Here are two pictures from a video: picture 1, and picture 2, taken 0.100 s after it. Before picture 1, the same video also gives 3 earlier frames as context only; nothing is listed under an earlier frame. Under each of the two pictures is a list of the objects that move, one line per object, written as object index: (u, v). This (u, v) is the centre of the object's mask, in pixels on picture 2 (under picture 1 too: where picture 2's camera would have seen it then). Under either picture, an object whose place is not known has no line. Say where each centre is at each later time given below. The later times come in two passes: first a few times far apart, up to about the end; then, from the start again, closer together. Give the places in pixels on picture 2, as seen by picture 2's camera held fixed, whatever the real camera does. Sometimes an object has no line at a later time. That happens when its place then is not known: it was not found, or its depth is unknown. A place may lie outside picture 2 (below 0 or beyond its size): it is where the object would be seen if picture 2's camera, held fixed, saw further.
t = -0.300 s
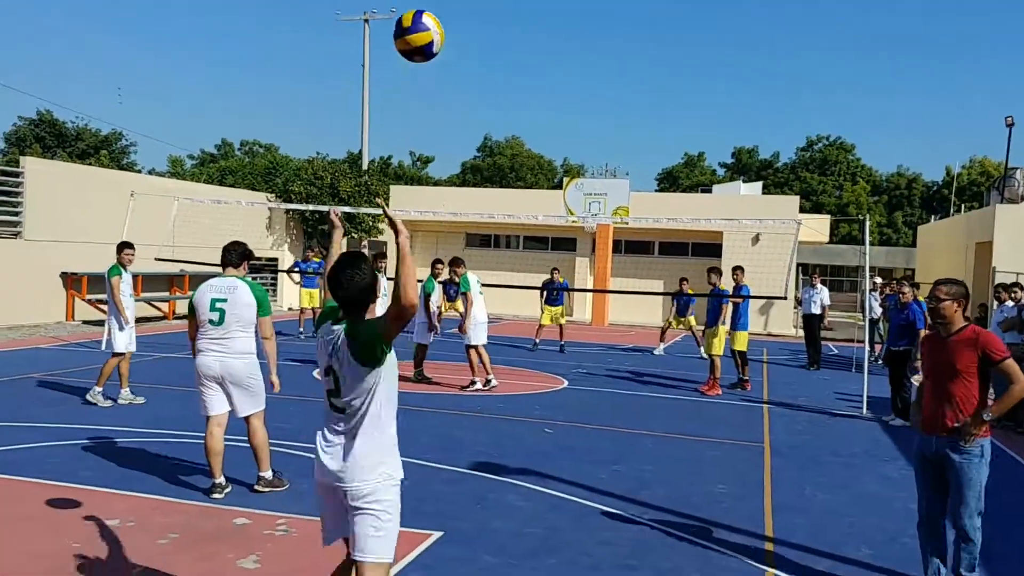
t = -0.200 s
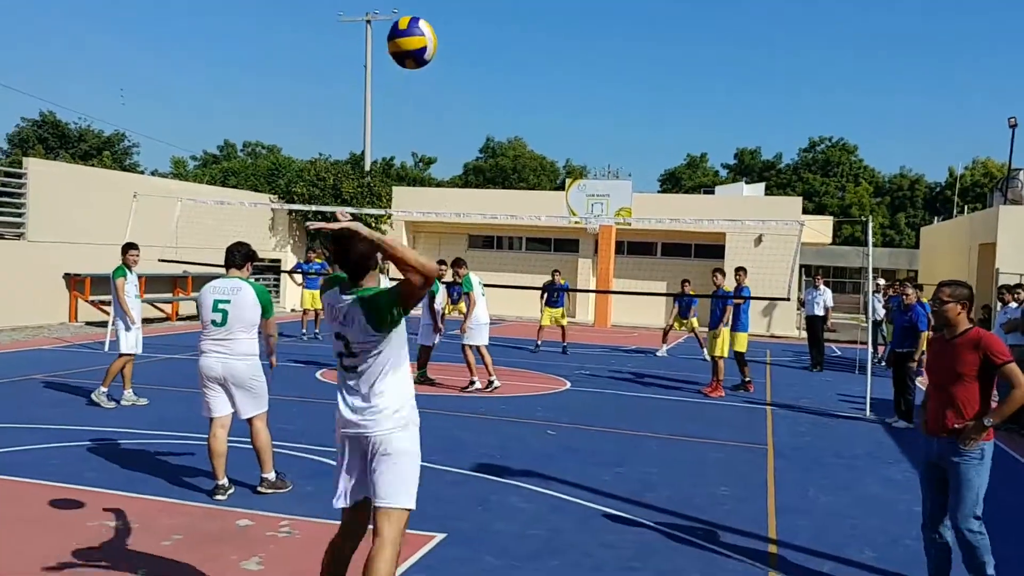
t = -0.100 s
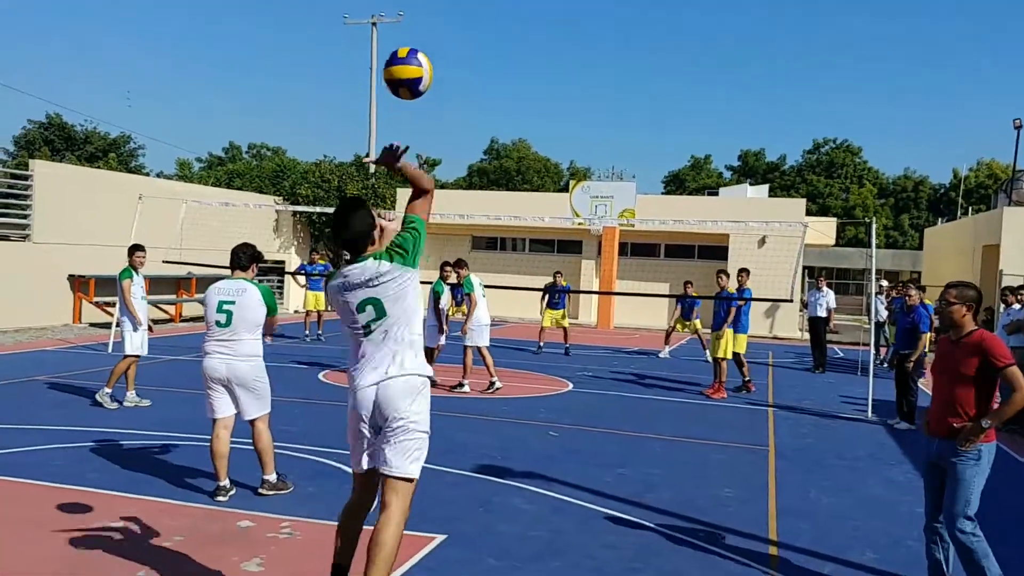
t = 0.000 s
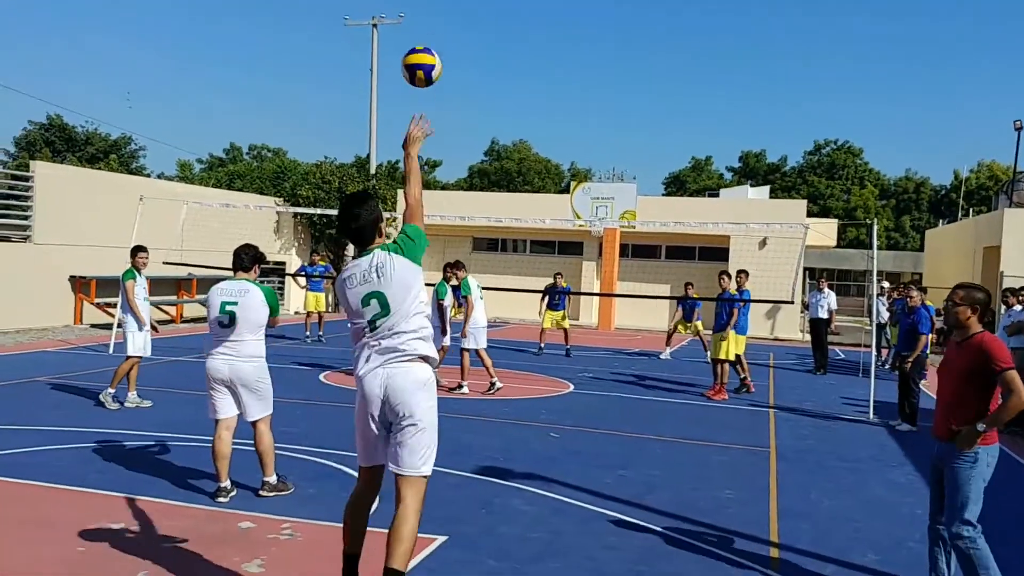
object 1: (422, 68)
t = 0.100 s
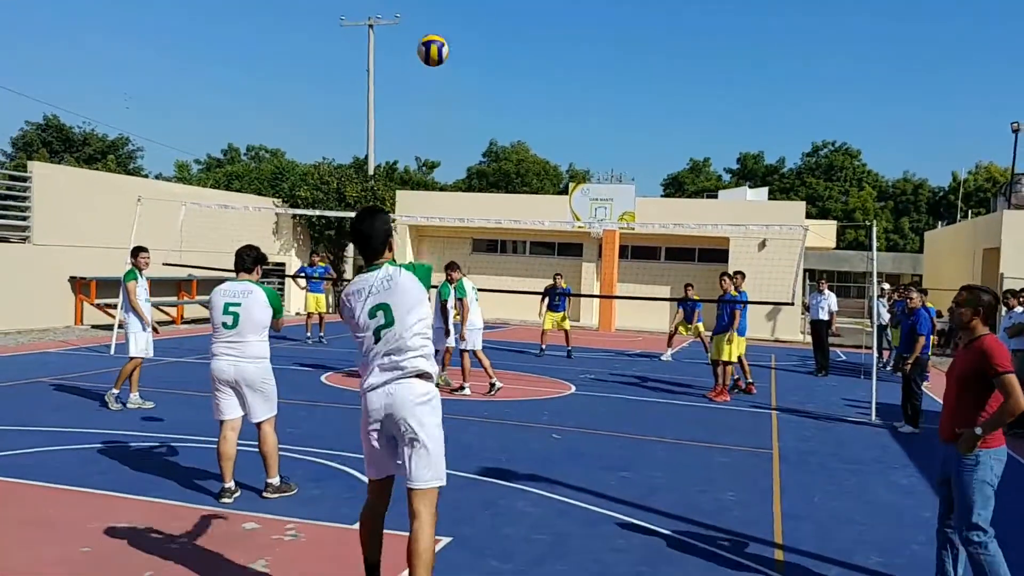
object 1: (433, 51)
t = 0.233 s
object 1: (442, 53)
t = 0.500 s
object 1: (443, 94)
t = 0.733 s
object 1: (442, 140)
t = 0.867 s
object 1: (440, 175)
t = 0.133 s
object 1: (437, 49)
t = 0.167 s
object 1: (440, 50)
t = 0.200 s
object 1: (441, 51)
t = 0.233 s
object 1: (442, 53)
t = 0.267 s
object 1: (442, 57)
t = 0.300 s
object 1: (443, 61)
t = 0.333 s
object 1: (442, 66)
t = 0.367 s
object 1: (443, 71)
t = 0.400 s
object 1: (444, 76)
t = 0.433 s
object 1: (443, 82)
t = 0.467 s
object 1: (443, 88)
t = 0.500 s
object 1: (443, 94)
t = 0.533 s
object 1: (442, 100)
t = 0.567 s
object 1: (442, 106)
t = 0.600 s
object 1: (443, 113)
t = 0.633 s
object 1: (443, 119)
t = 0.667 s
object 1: (442, 125)
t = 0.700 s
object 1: (442, 132)
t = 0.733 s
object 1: (442, 140)
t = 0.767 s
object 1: (441, 148)
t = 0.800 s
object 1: (441, 156)
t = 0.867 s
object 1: (440, 175)
